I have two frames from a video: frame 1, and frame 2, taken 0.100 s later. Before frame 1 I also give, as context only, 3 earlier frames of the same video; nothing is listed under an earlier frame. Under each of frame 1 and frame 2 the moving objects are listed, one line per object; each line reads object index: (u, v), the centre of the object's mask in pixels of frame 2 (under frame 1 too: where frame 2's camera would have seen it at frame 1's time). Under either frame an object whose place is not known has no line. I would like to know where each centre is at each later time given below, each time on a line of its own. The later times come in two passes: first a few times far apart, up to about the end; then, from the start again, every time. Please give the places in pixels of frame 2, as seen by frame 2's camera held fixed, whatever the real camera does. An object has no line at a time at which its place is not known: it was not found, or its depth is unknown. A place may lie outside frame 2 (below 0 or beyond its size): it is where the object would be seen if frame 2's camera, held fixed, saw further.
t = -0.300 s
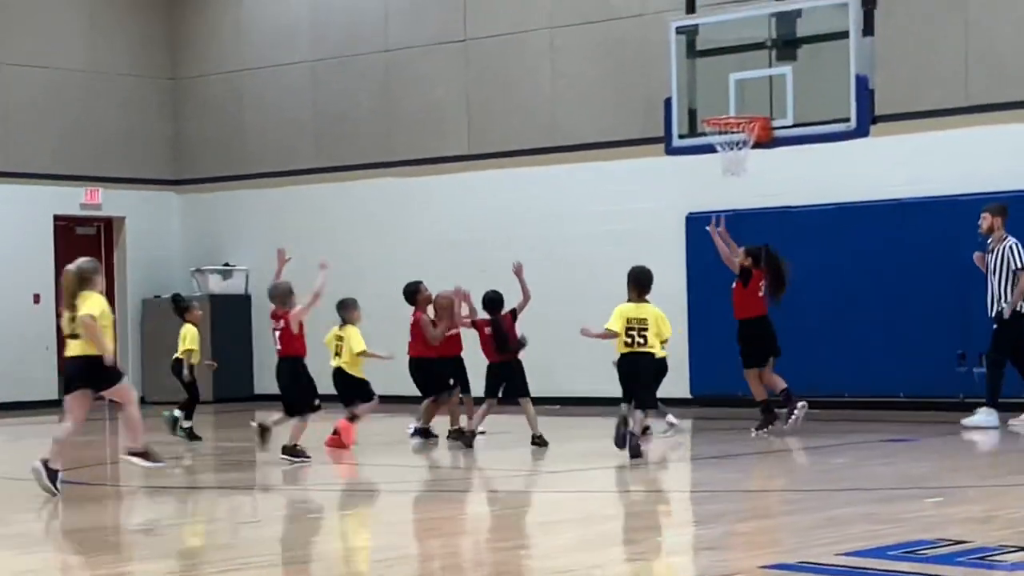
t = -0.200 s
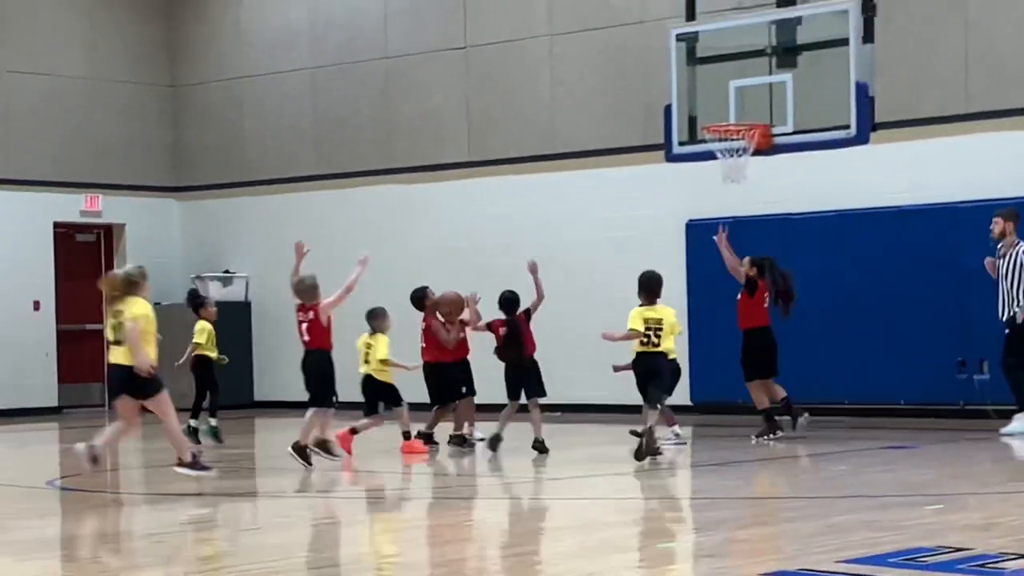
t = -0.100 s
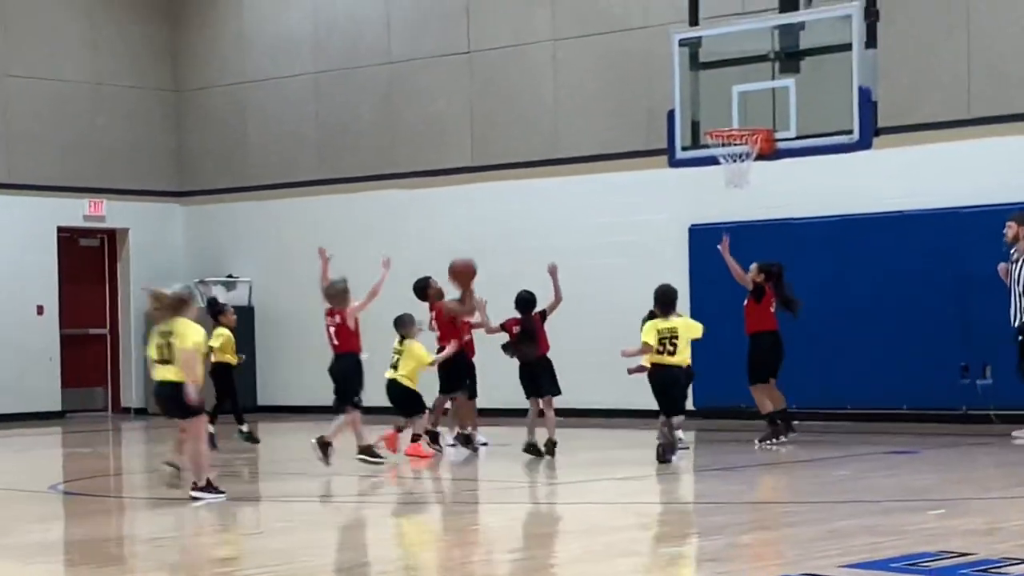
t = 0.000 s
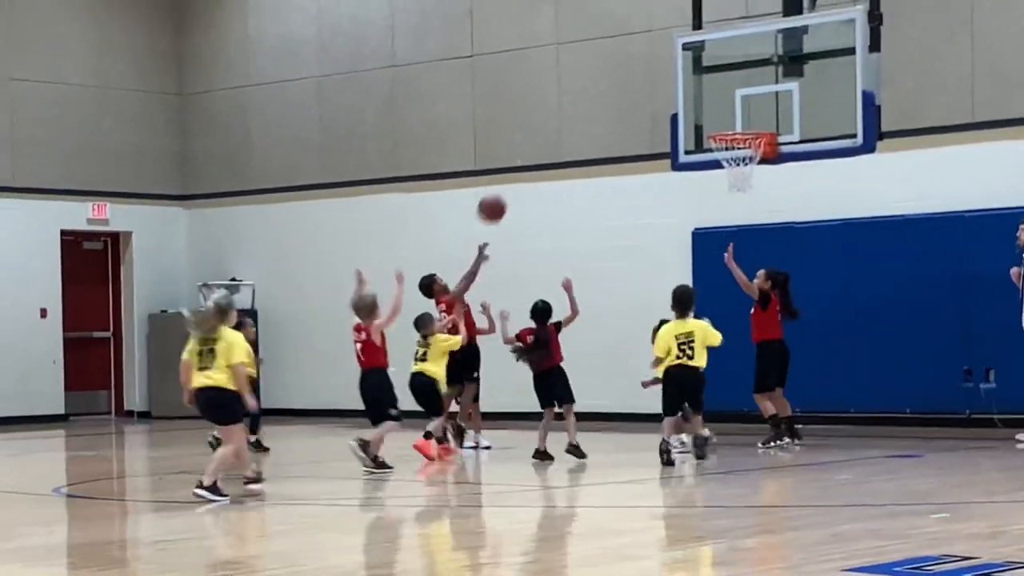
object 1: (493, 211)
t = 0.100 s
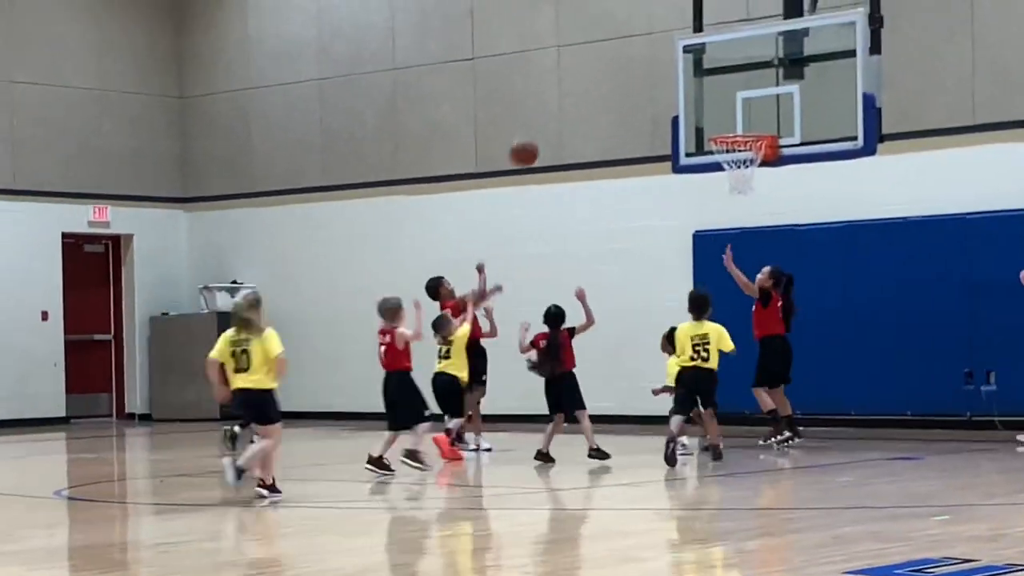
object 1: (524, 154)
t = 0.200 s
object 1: (555, 108)
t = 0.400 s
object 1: (616, 56)
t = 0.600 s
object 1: (676, 57)
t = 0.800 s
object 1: (738, 108)
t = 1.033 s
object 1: (775, 93)
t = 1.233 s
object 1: (803, 113)
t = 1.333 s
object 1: (816, 140)
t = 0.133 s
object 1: (534, 138)
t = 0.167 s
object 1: (544, 122)
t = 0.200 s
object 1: (555, 108)
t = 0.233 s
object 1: (565, 96)
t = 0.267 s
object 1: (575, 85)
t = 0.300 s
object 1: (585, 76)
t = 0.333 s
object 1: (596, 68)
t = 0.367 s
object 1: (605, 62)
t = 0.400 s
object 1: (616, 56)
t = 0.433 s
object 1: (625, 53)
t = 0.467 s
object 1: (636, 51)
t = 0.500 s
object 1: (646, 50)
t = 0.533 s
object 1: (656, 51)
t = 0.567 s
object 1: (666, 52)
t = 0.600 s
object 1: (676, 57)
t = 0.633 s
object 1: (687, 63)
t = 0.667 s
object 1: (696, 67)
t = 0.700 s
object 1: (707, 76)
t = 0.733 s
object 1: (717, 84)
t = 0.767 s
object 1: (727, 97)
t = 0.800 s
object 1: (738, 108)
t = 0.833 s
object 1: (748, 119)
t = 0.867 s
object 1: (753, 116)
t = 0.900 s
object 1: (757, 110)
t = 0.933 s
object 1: (761, 103)
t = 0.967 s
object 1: (766, 98)
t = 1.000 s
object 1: (771, 95)
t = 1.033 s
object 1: (775, 93)
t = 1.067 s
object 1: (780, 93)
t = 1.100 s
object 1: (784, 93)
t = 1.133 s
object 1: (789, 97)
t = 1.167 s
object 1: (794, 101)
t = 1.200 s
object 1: (798, 106)
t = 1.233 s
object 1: (803, 113)
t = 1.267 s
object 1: (807, 121)
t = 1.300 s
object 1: (812, 130)
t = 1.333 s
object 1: (816, 140)
